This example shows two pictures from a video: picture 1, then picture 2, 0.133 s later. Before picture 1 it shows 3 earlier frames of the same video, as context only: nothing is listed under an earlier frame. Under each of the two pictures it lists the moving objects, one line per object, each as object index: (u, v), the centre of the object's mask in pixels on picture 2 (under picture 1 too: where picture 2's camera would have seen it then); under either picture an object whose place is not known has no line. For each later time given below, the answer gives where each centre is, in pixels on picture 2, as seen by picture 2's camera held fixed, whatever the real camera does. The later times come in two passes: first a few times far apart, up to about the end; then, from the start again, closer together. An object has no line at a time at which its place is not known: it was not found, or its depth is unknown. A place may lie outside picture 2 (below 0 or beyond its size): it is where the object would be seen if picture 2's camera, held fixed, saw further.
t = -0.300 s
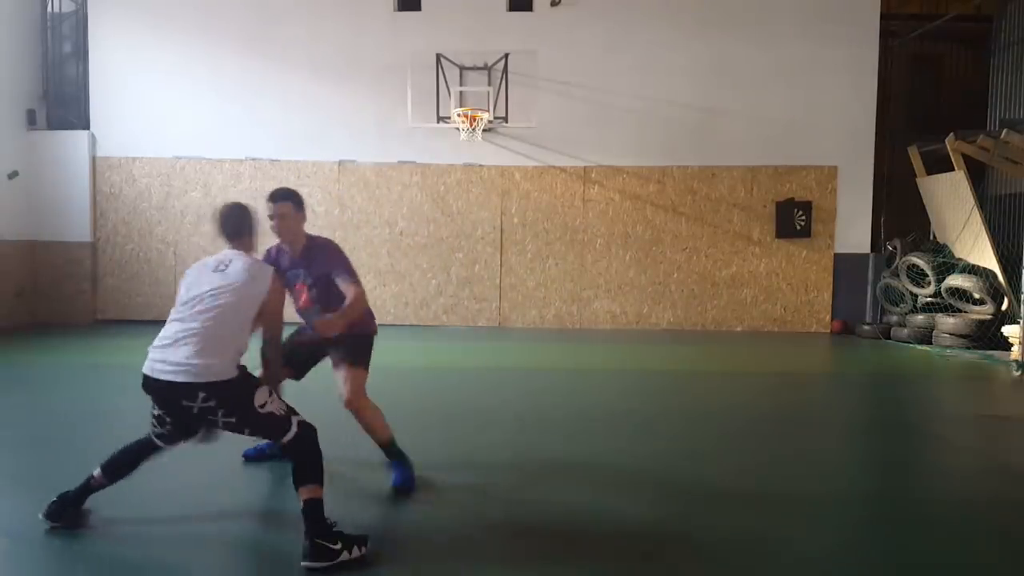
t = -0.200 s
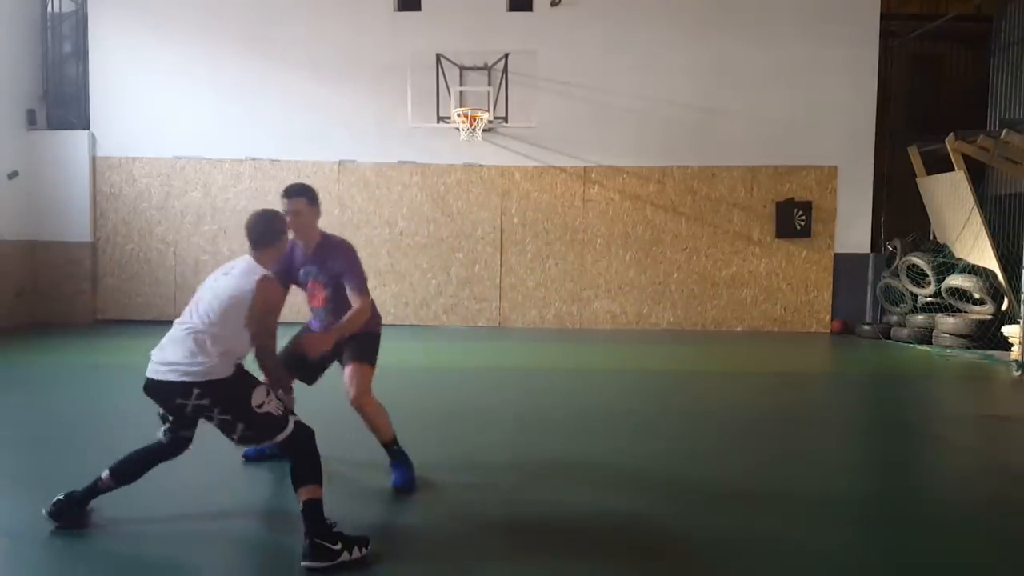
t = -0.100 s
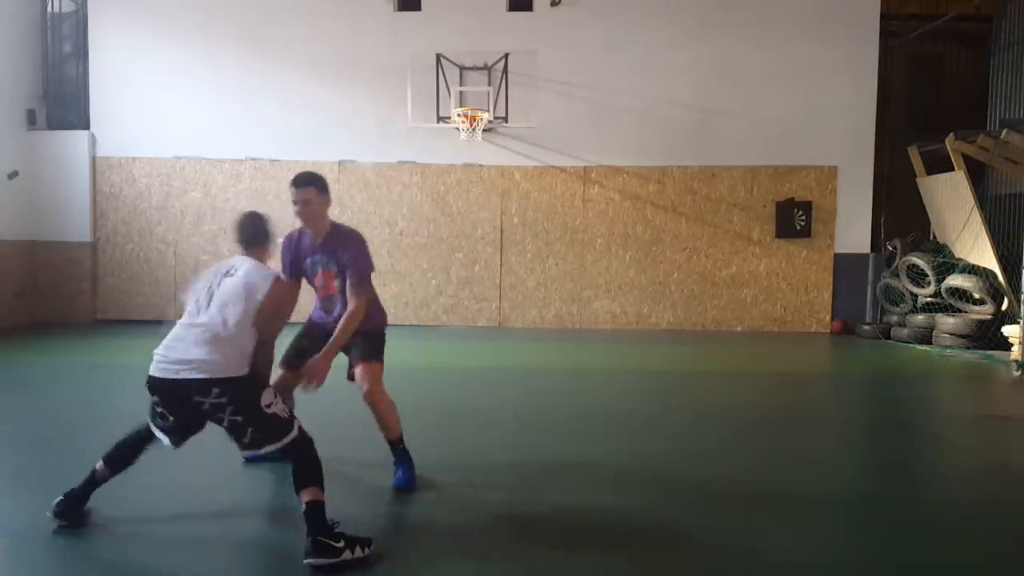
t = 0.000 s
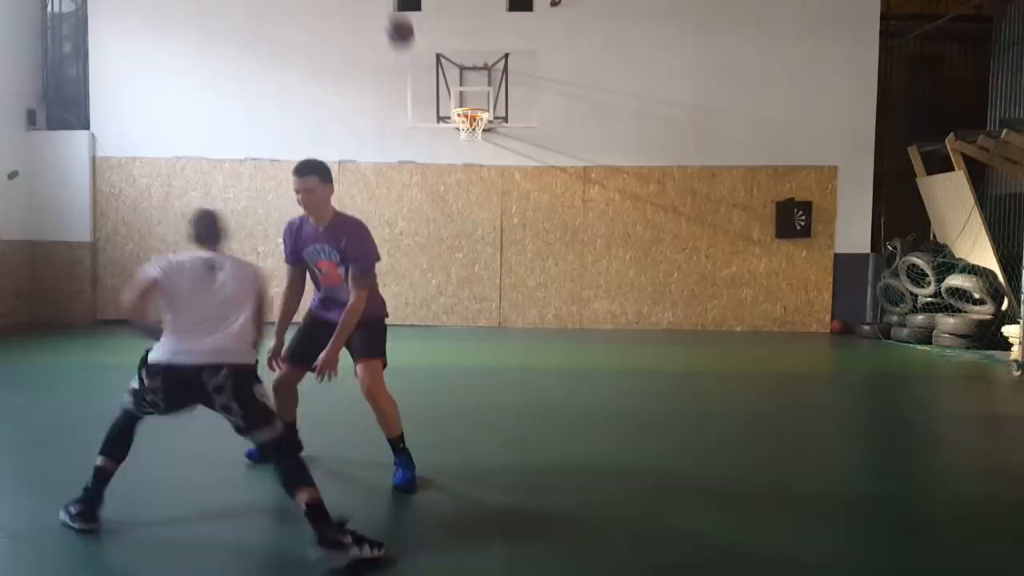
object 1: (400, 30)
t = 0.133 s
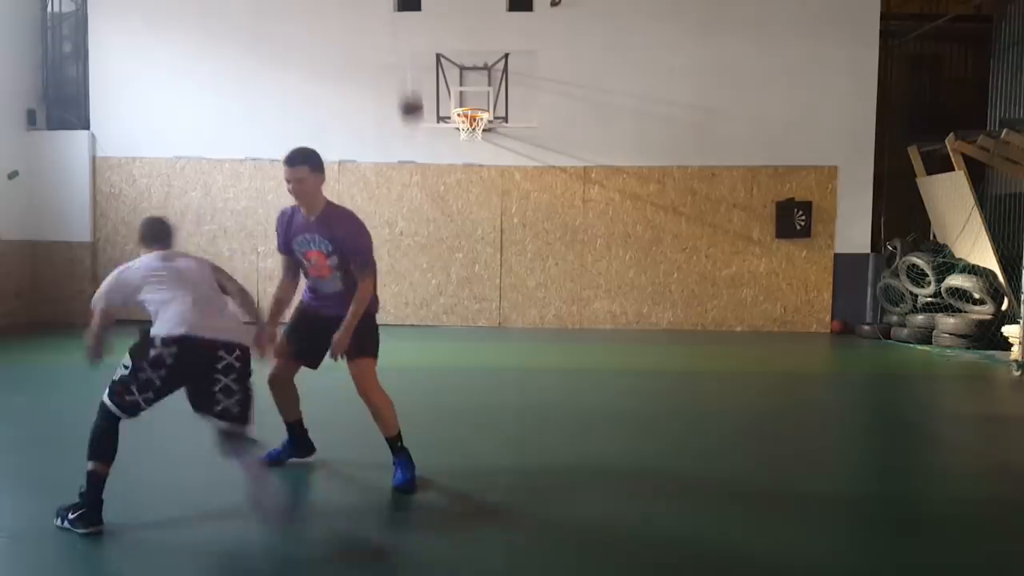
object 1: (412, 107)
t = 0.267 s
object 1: (422, 190)
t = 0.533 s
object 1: (433, 338)
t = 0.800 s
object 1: (440, 221)
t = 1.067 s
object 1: (445, 169)
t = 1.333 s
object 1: (451, 176)
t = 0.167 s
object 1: (414, 127)
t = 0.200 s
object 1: (416, 149)
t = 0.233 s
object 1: (419, 172)
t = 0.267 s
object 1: (422, 190)
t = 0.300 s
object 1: (423, 214)
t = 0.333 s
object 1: (425, 235)
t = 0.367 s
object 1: (427, 258)
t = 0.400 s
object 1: (429, 281)
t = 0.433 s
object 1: (430, 305)
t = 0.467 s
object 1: (432, 327)
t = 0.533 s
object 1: (433, 338)
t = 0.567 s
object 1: (434, 322)
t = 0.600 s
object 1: (435, 301)
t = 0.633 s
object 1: (436, 287)
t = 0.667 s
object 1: (437, 271)
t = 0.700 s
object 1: (438, 257)
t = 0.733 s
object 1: (439, 244)
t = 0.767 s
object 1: (440, 231)
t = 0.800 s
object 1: (440, 221)
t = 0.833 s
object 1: (441, 211)
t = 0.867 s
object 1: (442, 202)
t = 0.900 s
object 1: (442, 194)
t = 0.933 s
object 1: (443, 188)
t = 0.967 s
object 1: (444, 181)
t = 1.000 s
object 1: (444, 176)
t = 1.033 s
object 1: (445, 172)
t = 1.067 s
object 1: (445, 169)
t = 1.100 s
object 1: (446, 166)
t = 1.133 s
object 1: (447, 165)
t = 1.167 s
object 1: (448, 165)
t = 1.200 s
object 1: (448, 165)
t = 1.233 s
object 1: (449, 167)
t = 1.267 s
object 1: (449, 169)
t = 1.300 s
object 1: (450, 172)
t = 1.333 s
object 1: (451, 176)
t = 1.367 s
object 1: (452, 181)
